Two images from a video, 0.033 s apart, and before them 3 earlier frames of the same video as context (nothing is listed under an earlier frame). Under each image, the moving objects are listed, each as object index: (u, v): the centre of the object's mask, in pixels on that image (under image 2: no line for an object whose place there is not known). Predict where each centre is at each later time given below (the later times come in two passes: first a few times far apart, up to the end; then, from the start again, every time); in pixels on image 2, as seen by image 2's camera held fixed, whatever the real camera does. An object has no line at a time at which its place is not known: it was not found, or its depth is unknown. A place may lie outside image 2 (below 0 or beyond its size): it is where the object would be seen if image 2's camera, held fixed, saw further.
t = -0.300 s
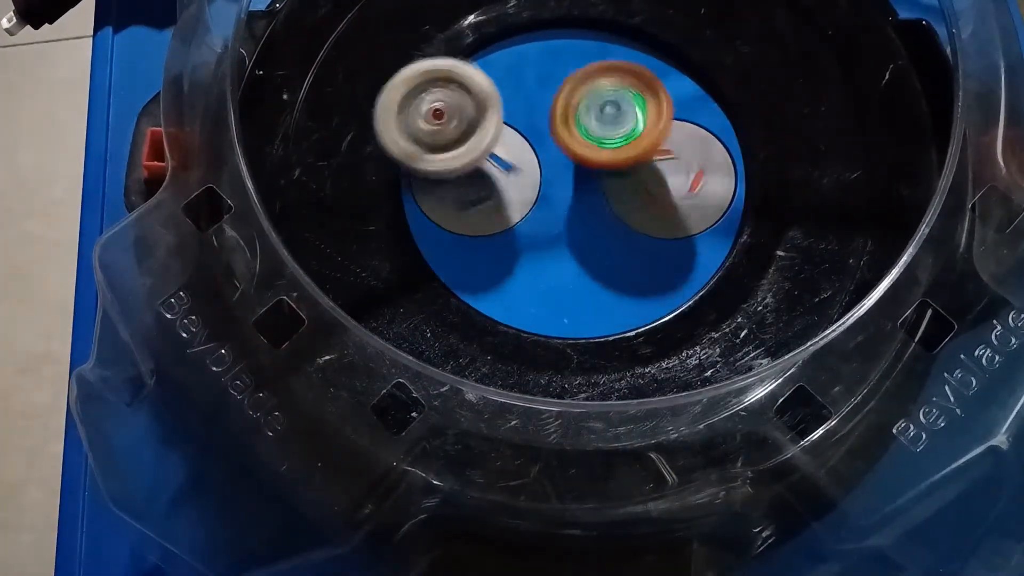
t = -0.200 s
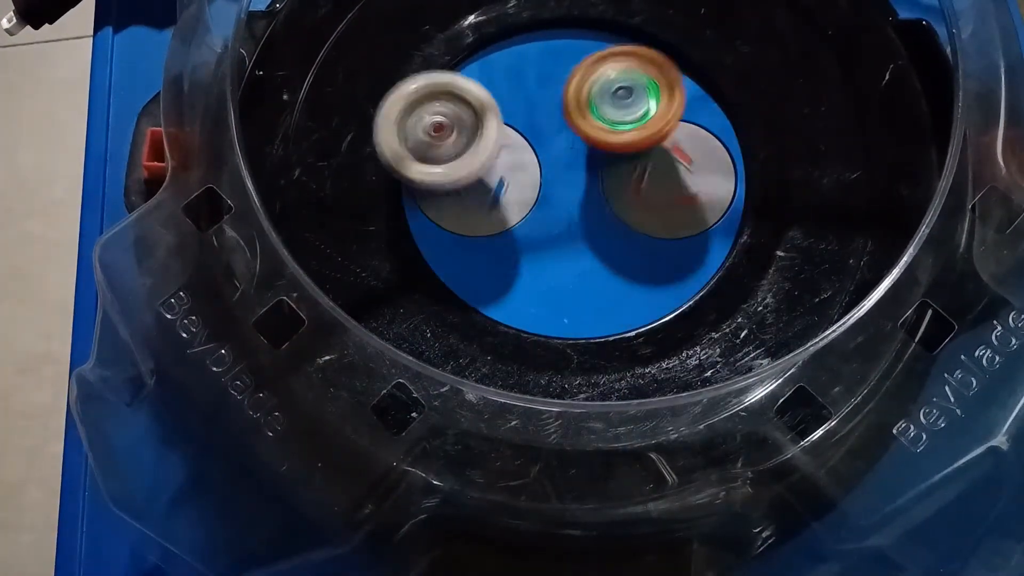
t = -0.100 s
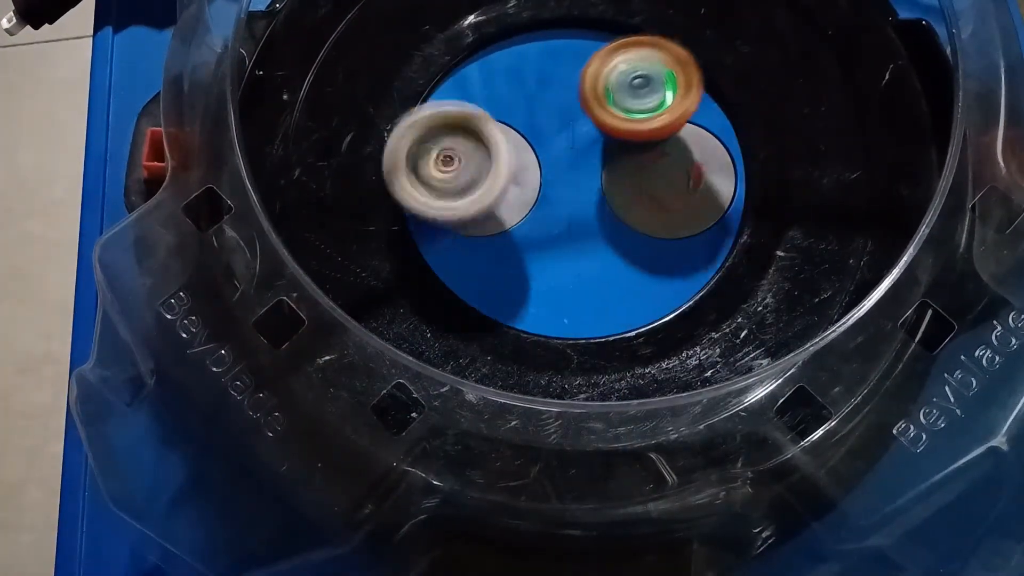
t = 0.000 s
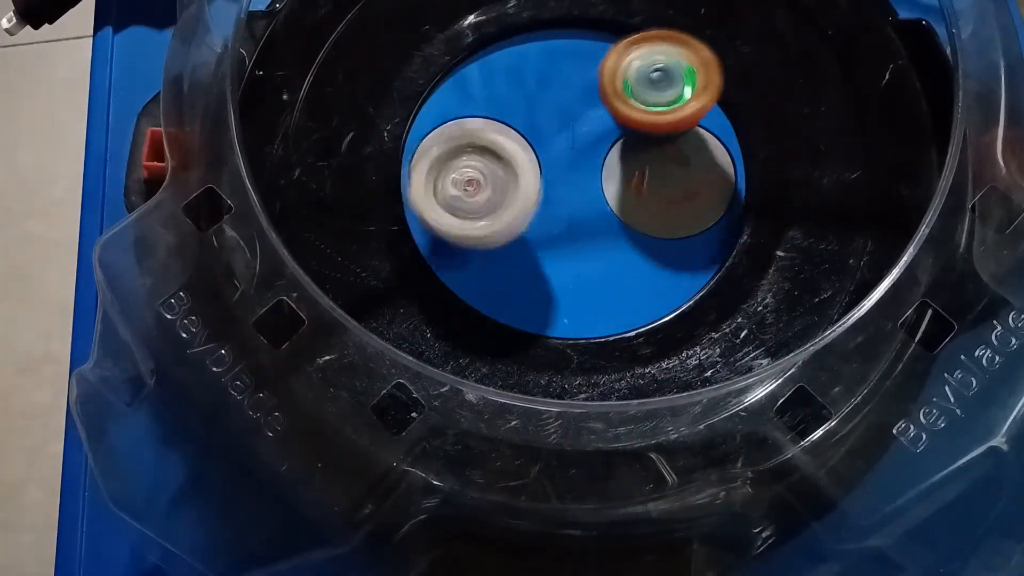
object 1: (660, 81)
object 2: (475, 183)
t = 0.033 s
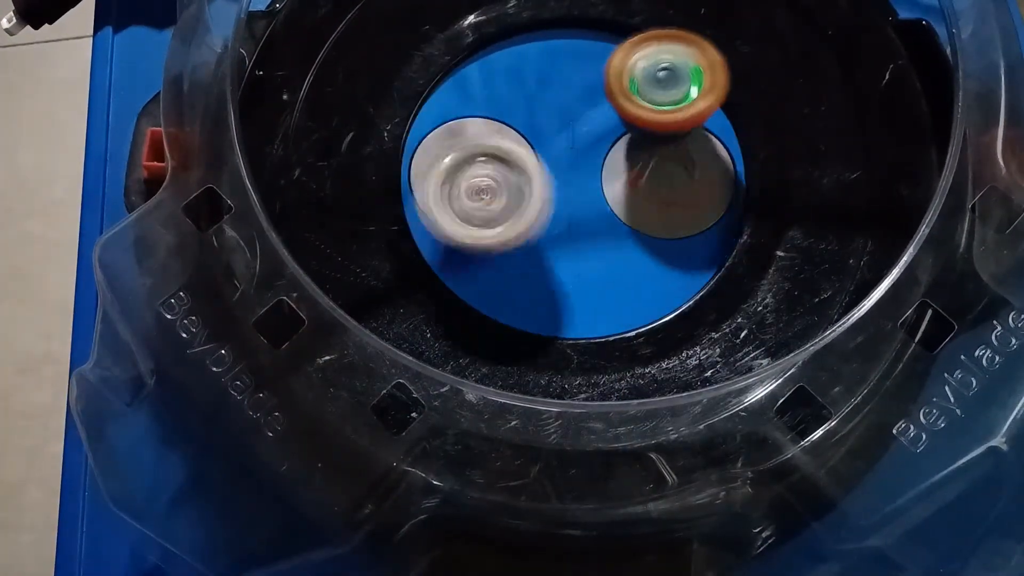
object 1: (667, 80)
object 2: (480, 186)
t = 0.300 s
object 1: (715, 91)
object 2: (531, 132)
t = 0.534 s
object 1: (714, 124)
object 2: (522, 119)
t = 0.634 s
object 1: (723, 147)
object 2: (514, 112)
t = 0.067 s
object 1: (673, 80)
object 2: (499, 200)
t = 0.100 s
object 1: (680, 81)
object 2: (513, 191)
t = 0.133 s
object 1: (685, 82)
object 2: (520, 180)
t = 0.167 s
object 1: (690, 83)
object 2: (529, 165)
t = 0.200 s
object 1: (695, 85)
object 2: (533, 151)
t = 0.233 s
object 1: (699, 87)
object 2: (533, 142)
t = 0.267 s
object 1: (704, 89)
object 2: (533, 137)
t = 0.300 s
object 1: (715, 91)
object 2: (531, 132)
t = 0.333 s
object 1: (723, 94)
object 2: (529, 128)
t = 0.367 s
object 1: (721, 101)
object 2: (529, 126)
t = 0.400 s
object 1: (713, 110)
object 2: (528, 127)
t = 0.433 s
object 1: (707, 115)
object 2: (528, 128)
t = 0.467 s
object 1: (702, 119)
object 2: (526, 126)
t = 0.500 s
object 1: (708, 121)
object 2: (524, 123)
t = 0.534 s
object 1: (714, 124)
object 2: (522, 119)
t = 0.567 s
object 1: (718, 129)
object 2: (521, 115)
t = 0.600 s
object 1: (720, 136)
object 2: (518, 113)
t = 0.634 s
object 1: (723, 147)
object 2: (514, 112)
